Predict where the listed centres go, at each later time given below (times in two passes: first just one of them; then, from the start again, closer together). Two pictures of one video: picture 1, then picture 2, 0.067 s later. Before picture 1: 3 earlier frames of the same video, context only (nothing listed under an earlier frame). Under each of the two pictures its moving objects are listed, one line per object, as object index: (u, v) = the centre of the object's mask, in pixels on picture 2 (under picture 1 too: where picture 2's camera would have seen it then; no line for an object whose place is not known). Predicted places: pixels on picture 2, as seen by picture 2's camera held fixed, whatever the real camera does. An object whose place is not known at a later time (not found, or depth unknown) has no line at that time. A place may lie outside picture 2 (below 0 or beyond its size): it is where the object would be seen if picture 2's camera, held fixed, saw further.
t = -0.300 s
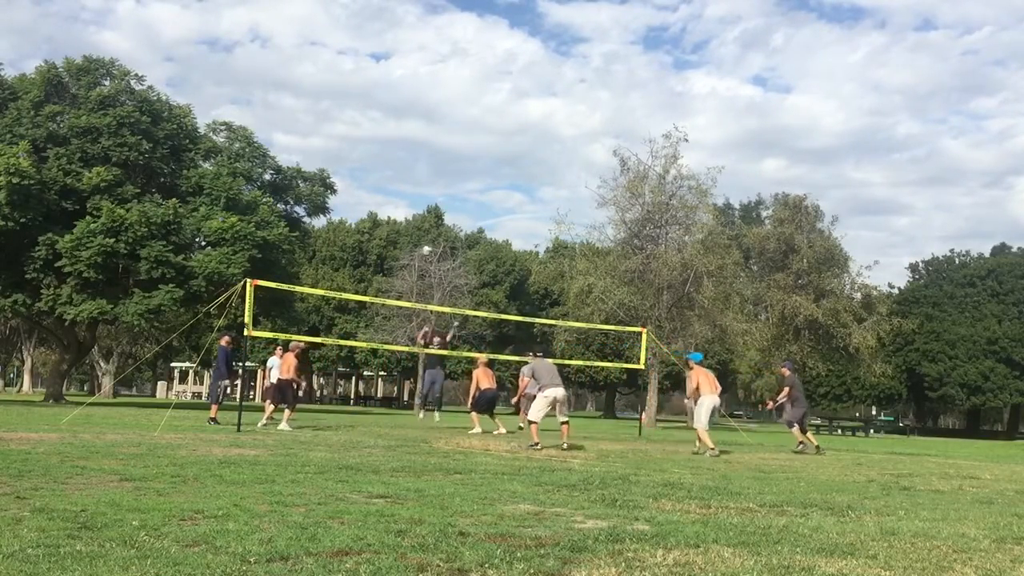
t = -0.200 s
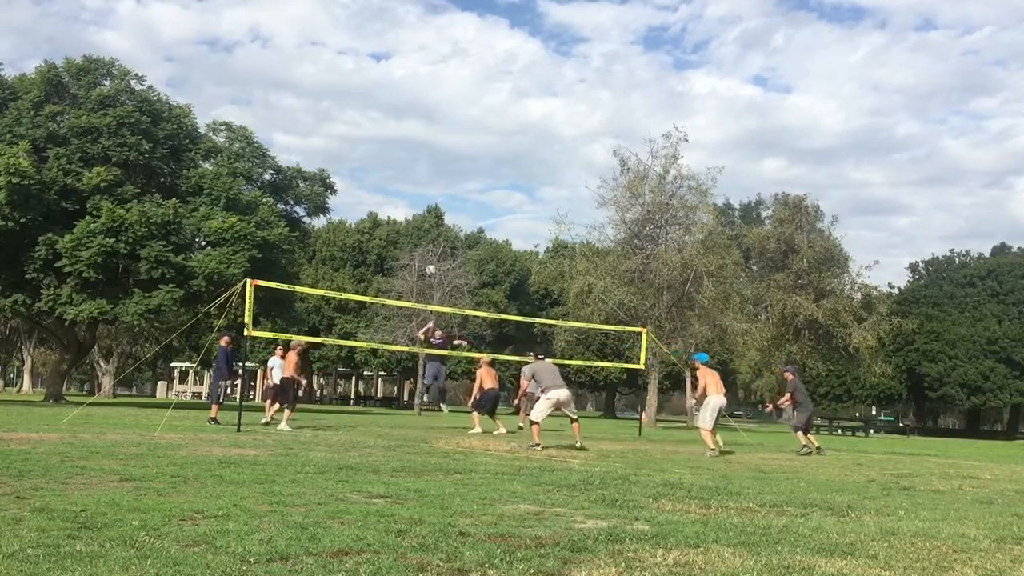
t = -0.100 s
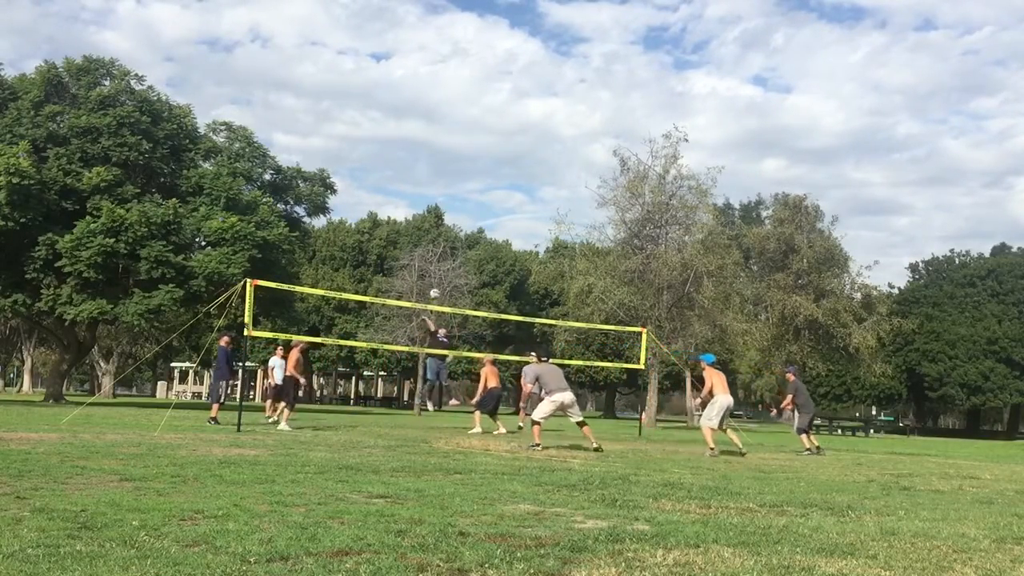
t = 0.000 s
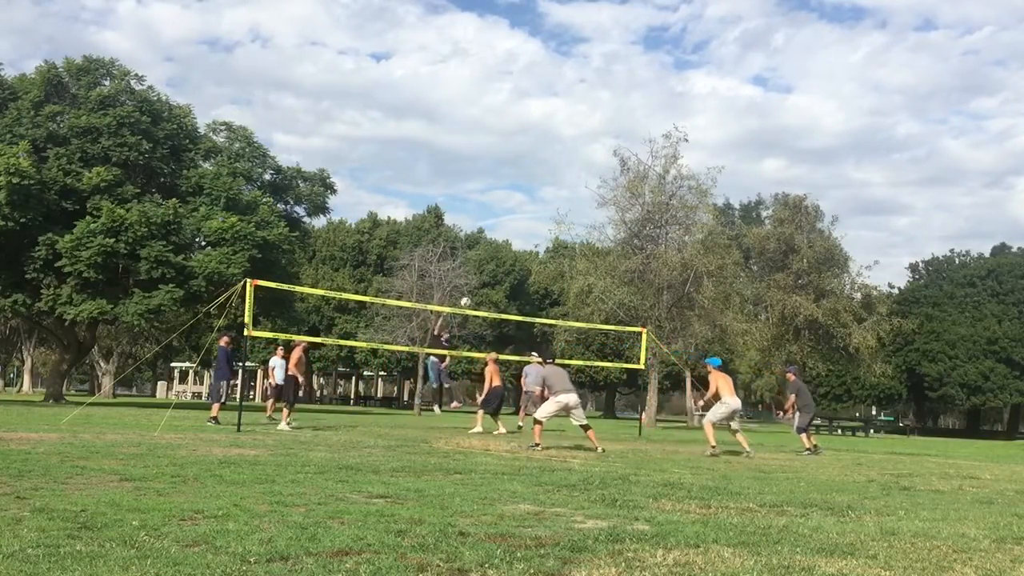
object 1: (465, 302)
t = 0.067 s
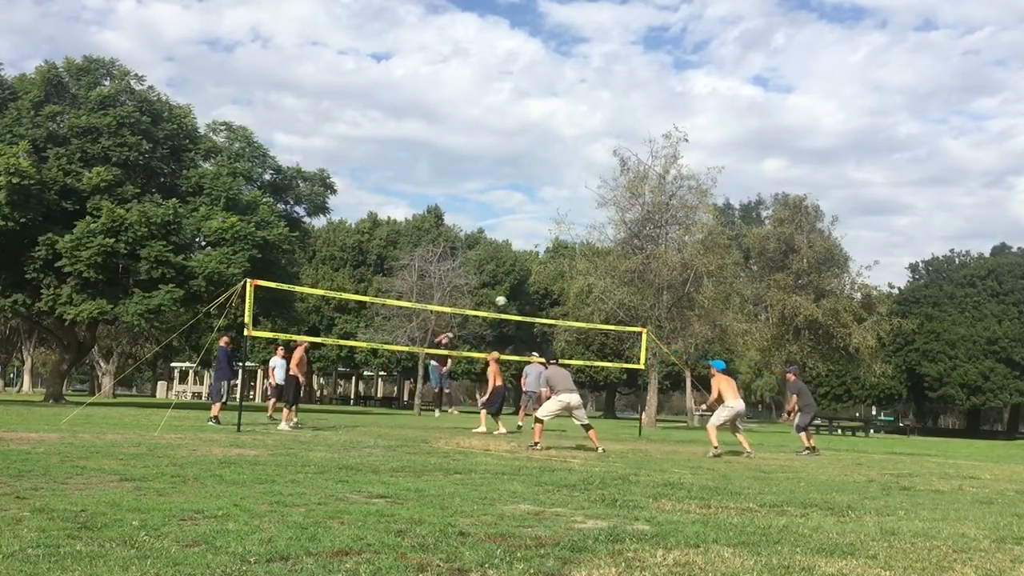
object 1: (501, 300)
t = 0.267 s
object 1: (613, 310)
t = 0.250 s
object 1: (604, 309)
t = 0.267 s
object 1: (613, 310)
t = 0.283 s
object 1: (624, 312)
